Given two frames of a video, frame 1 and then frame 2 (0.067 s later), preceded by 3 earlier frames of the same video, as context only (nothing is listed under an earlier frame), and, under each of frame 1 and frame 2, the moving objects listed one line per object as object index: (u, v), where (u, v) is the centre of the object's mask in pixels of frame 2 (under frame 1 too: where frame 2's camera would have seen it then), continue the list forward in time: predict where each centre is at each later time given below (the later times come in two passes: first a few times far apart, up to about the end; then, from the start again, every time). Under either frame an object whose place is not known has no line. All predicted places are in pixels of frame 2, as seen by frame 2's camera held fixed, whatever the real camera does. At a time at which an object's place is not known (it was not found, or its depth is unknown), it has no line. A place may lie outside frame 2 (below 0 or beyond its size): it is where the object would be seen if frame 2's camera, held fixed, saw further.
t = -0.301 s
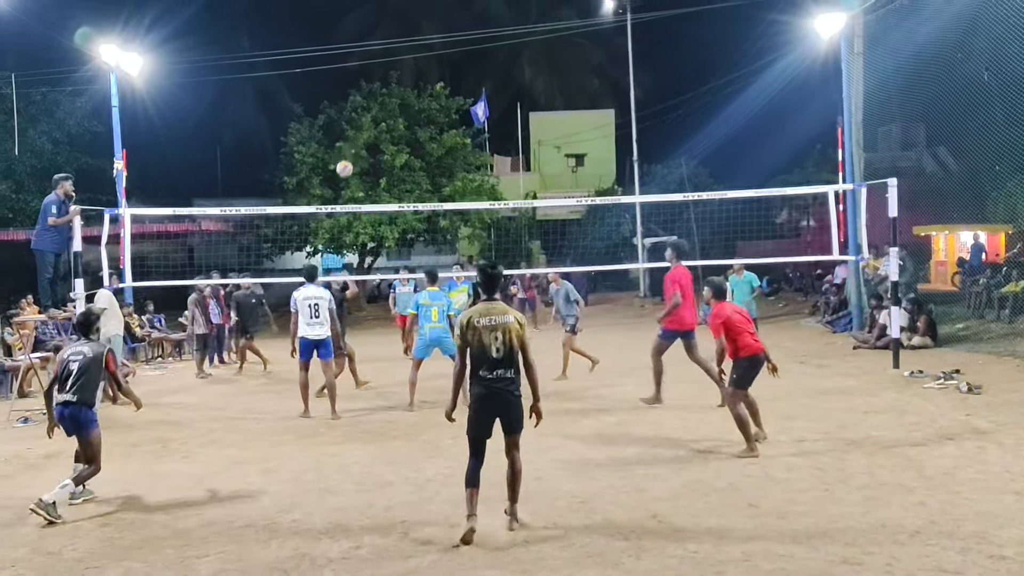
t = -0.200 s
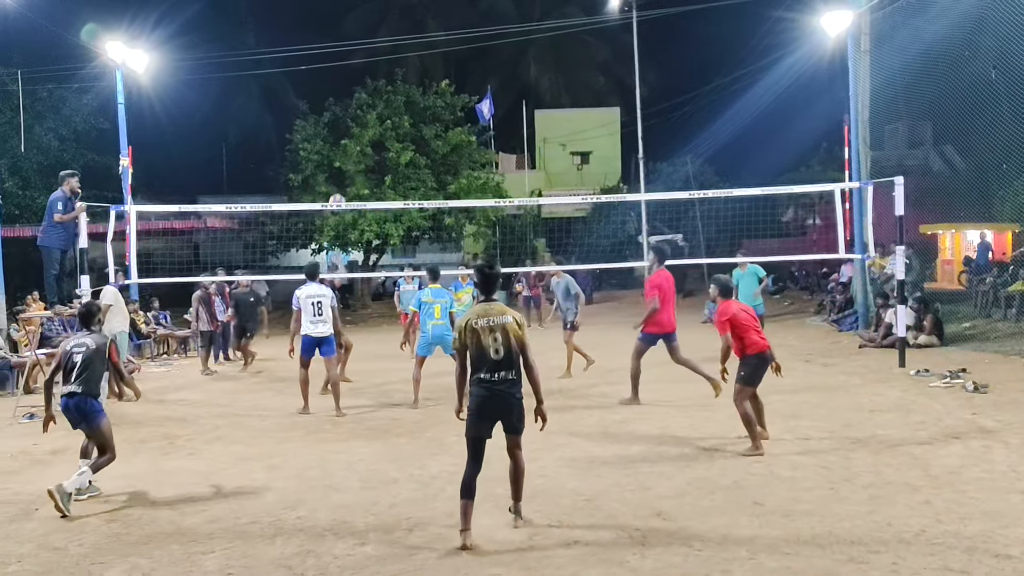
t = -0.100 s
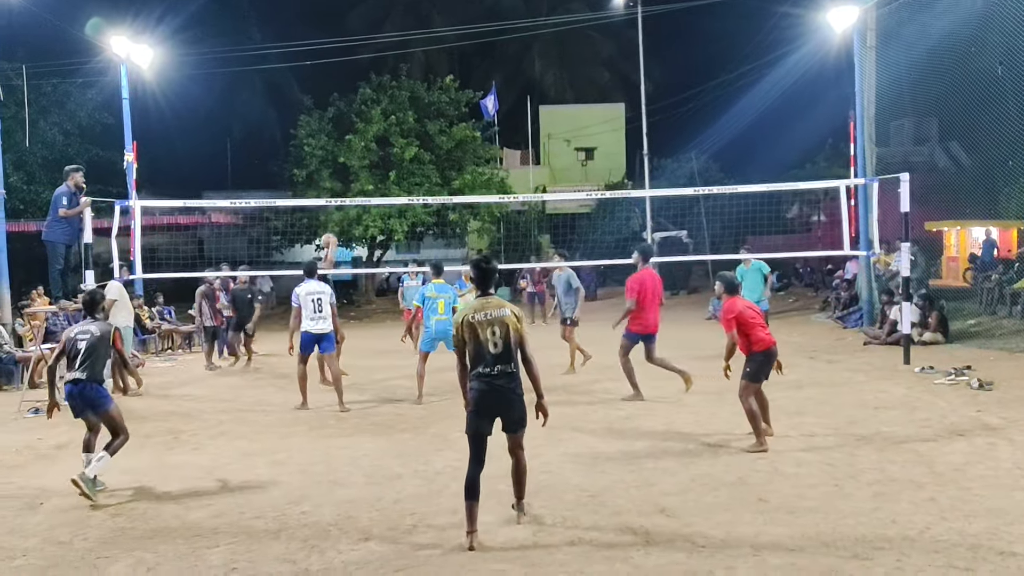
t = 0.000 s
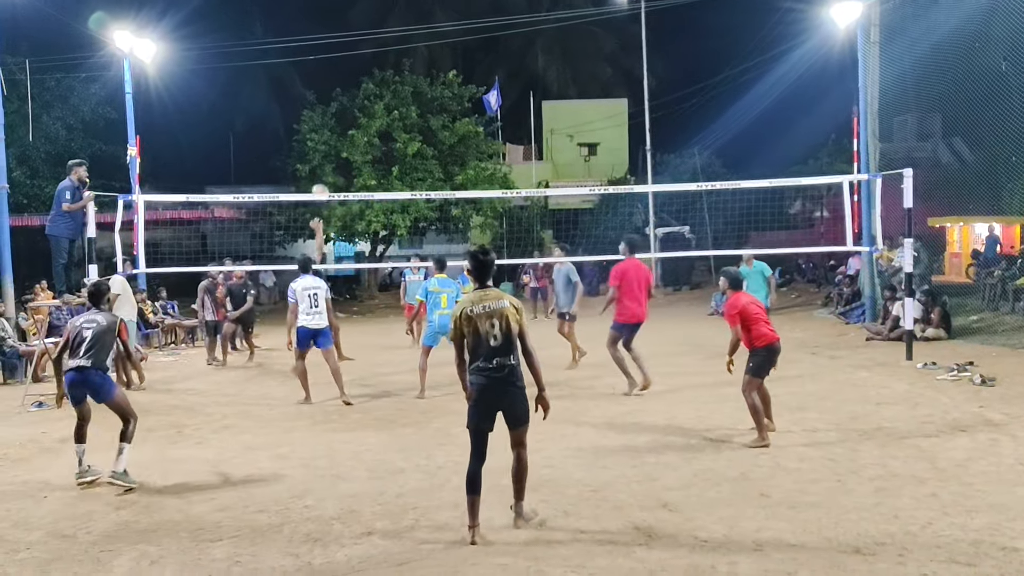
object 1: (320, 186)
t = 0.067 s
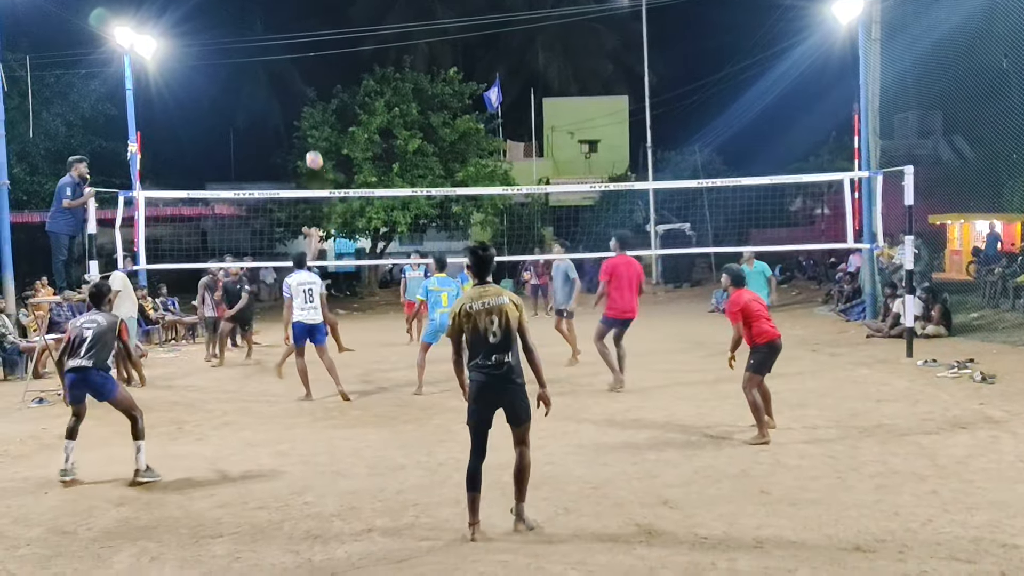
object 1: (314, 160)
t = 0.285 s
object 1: (292, 89)
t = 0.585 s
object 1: (266, 48)
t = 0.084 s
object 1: (313, 154)
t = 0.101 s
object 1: (311, 147)
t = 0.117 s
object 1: (309, 141)
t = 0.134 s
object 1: (307, 134)
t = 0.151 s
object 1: (305, 129)
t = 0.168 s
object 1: (304, 123)
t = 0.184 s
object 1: (302, 118)
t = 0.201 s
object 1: (301, 112)
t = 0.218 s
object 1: (299, 107)
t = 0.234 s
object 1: (297, 103)
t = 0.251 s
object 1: (296, 98)
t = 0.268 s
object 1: (294, 93)
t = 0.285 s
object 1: (292, 89)
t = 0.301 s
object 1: (291, 85)
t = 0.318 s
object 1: (289, 81)
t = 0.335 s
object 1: (288, 77)
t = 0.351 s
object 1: (286, 74)
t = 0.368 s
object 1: (285, 71)
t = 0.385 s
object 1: (283, 68)
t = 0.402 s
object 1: (282, 65)
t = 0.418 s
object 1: (280, 62)
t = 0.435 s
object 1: (279, 60)
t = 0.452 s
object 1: (277, 58)
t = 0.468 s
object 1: (275, 56)
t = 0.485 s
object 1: (274, 54)
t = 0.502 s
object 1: (272, 53)
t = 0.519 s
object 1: (271, 51)
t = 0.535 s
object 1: (270, 50)
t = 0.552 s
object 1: (269, 49)
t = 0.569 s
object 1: (267, 48)
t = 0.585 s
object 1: (266, 48)
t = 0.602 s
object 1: (264, 47)
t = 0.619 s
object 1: (263, 47)
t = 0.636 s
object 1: (262, 47)
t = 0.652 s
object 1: (260, 48)
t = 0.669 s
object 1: (259, 48)
